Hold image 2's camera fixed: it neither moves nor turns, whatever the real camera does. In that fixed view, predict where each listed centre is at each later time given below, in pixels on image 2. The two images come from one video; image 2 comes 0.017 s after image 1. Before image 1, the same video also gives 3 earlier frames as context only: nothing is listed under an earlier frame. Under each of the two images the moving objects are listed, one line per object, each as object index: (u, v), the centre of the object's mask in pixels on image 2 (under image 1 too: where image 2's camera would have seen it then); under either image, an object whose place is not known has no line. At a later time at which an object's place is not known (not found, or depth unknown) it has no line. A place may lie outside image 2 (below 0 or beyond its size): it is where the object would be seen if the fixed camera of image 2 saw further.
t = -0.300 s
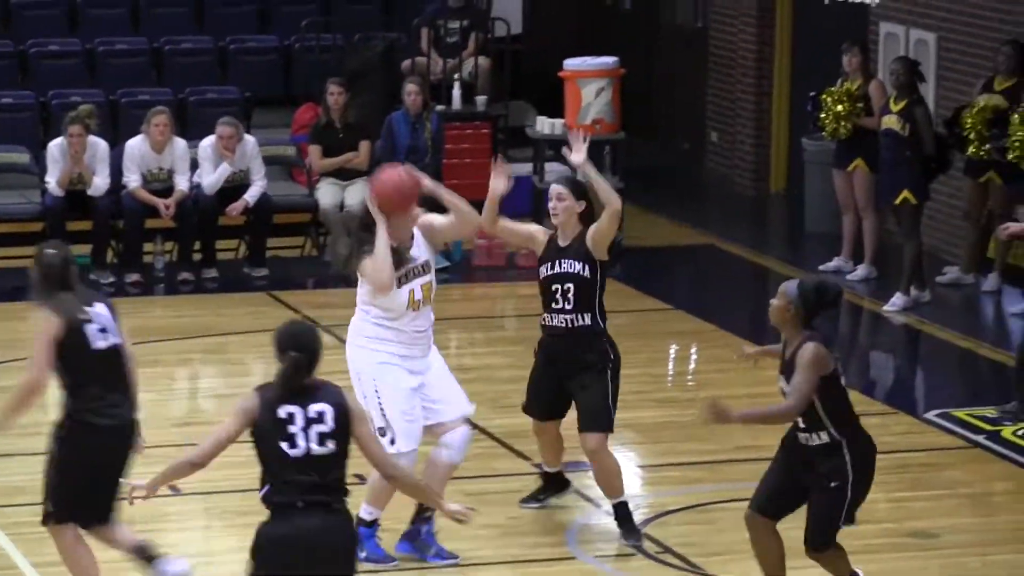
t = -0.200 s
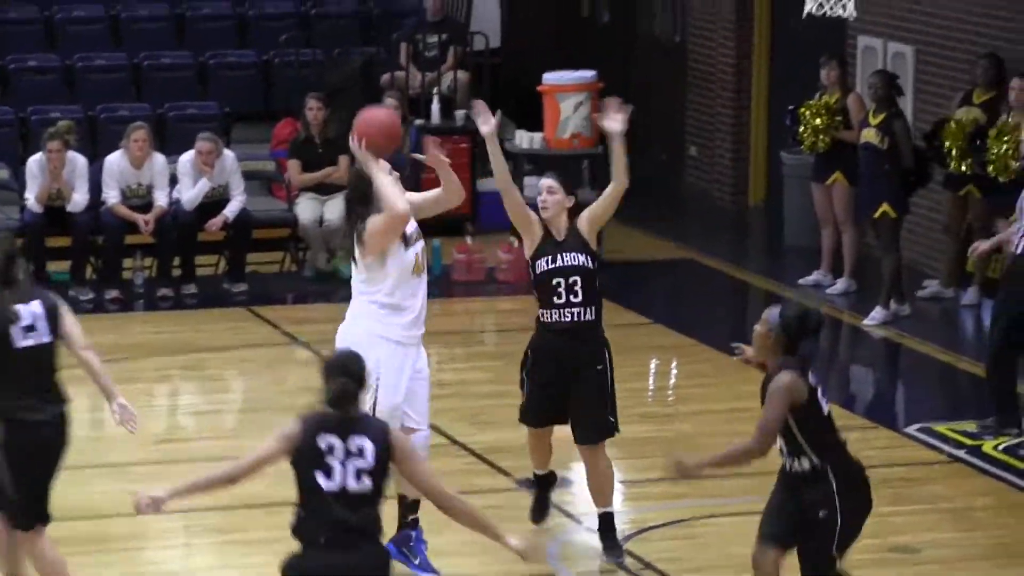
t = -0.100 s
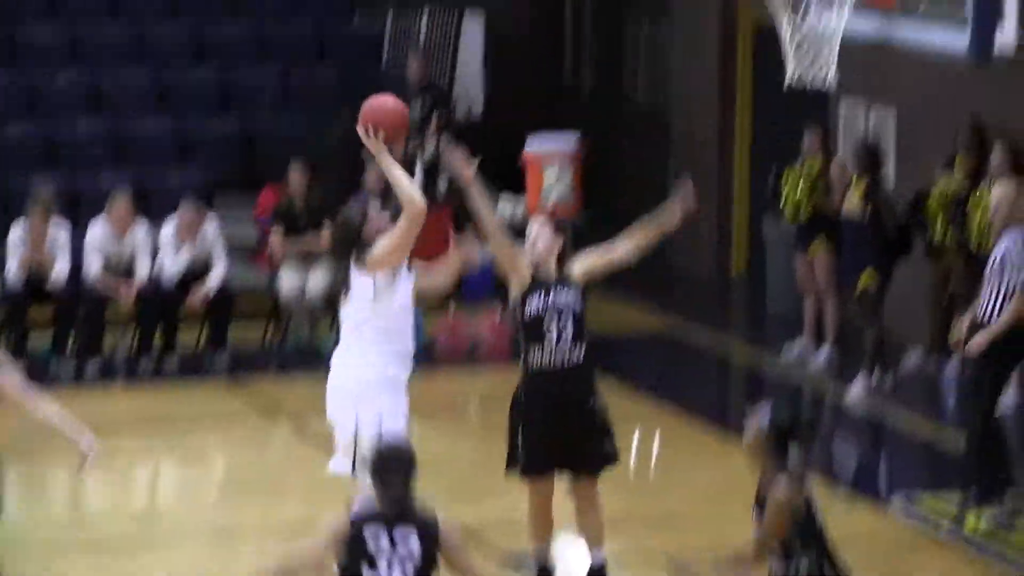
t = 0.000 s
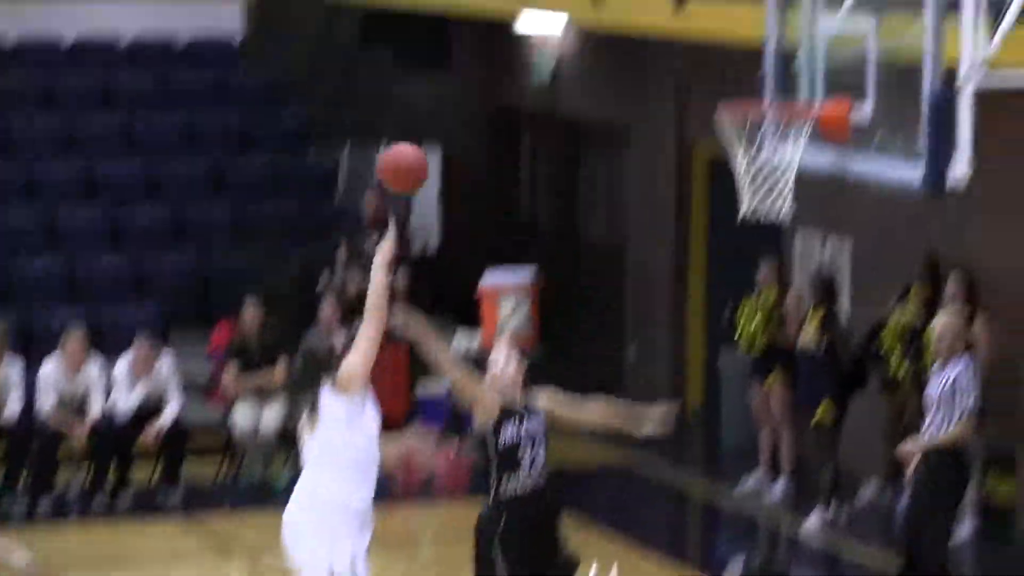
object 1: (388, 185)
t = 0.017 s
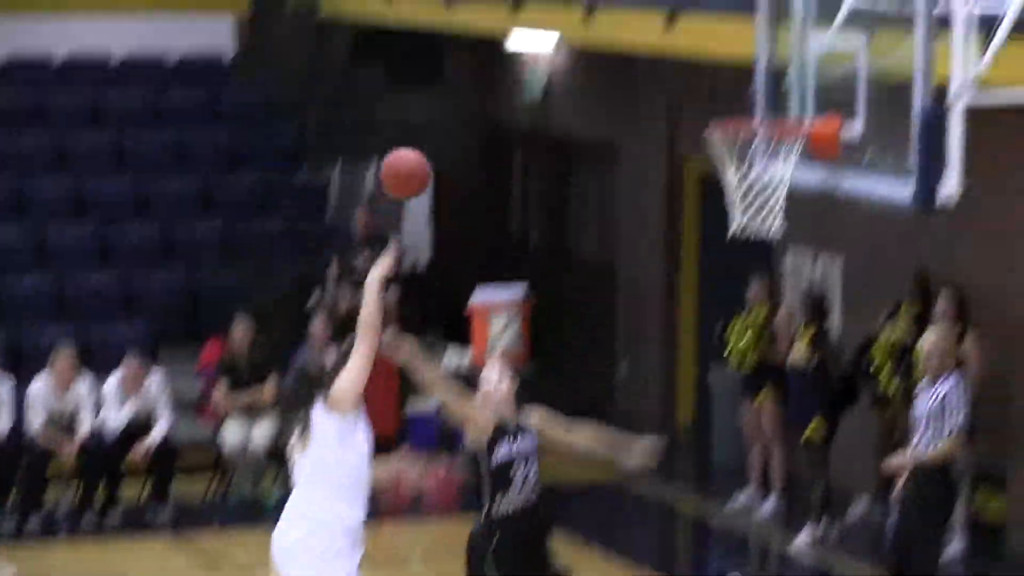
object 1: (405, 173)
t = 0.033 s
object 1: (417, 160)
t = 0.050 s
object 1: (430, 148)
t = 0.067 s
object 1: (441, 139)
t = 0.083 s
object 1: (450, 132)
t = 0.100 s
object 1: (462, 123)
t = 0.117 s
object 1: (474, 113)
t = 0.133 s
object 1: (485, 106)
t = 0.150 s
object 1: (496, 100)
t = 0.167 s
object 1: (507, 94)
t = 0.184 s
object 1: (517, 90)
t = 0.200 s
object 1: (529, 83)
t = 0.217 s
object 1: (538, 81)
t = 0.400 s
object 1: (655, 73)
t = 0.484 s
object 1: (708, 89)
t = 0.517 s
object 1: (727, 103)
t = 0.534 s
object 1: (737, 108)
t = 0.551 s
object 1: (750, 112)
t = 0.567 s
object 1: (759, 115)
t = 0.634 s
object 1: (777, 155)
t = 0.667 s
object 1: (780, 169)
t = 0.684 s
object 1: (779, 176)
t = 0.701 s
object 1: (779, 183)
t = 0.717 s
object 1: (777, 189)
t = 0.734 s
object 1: (774, 190)
